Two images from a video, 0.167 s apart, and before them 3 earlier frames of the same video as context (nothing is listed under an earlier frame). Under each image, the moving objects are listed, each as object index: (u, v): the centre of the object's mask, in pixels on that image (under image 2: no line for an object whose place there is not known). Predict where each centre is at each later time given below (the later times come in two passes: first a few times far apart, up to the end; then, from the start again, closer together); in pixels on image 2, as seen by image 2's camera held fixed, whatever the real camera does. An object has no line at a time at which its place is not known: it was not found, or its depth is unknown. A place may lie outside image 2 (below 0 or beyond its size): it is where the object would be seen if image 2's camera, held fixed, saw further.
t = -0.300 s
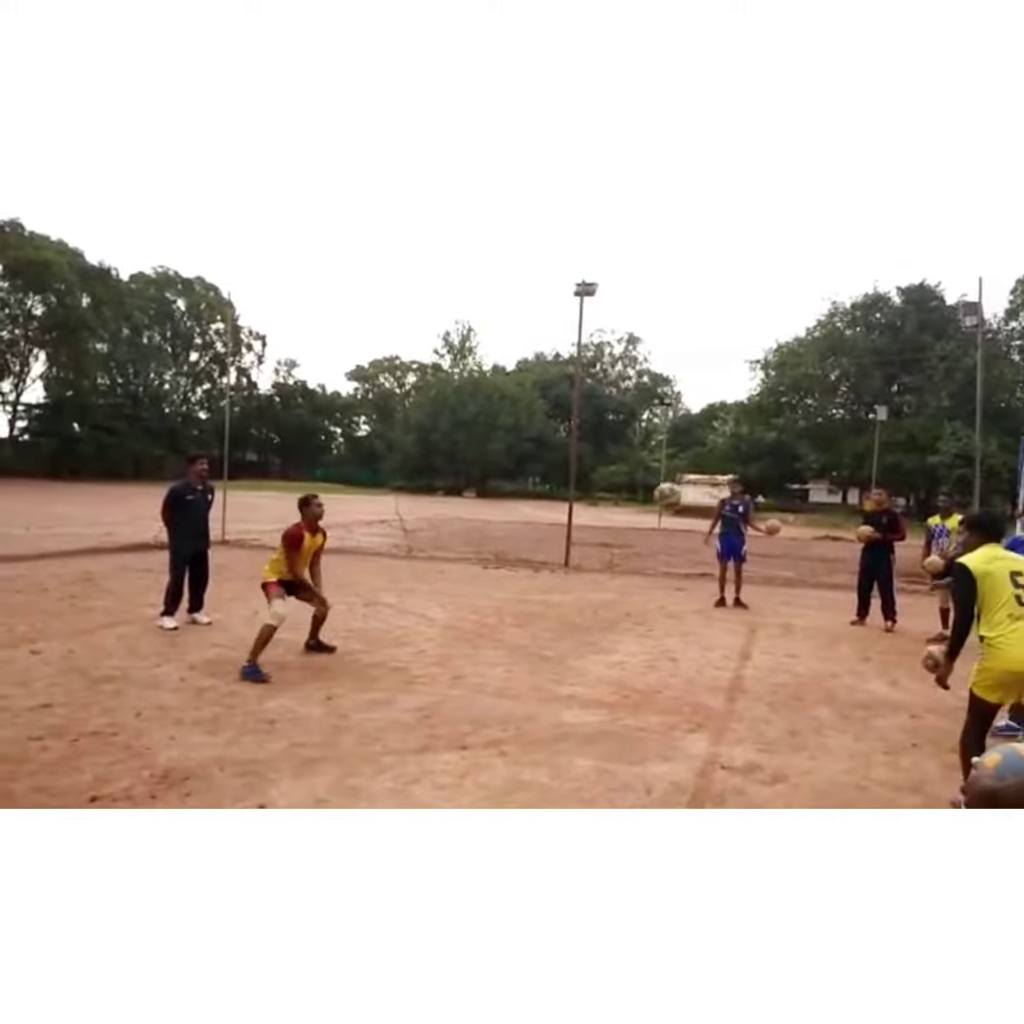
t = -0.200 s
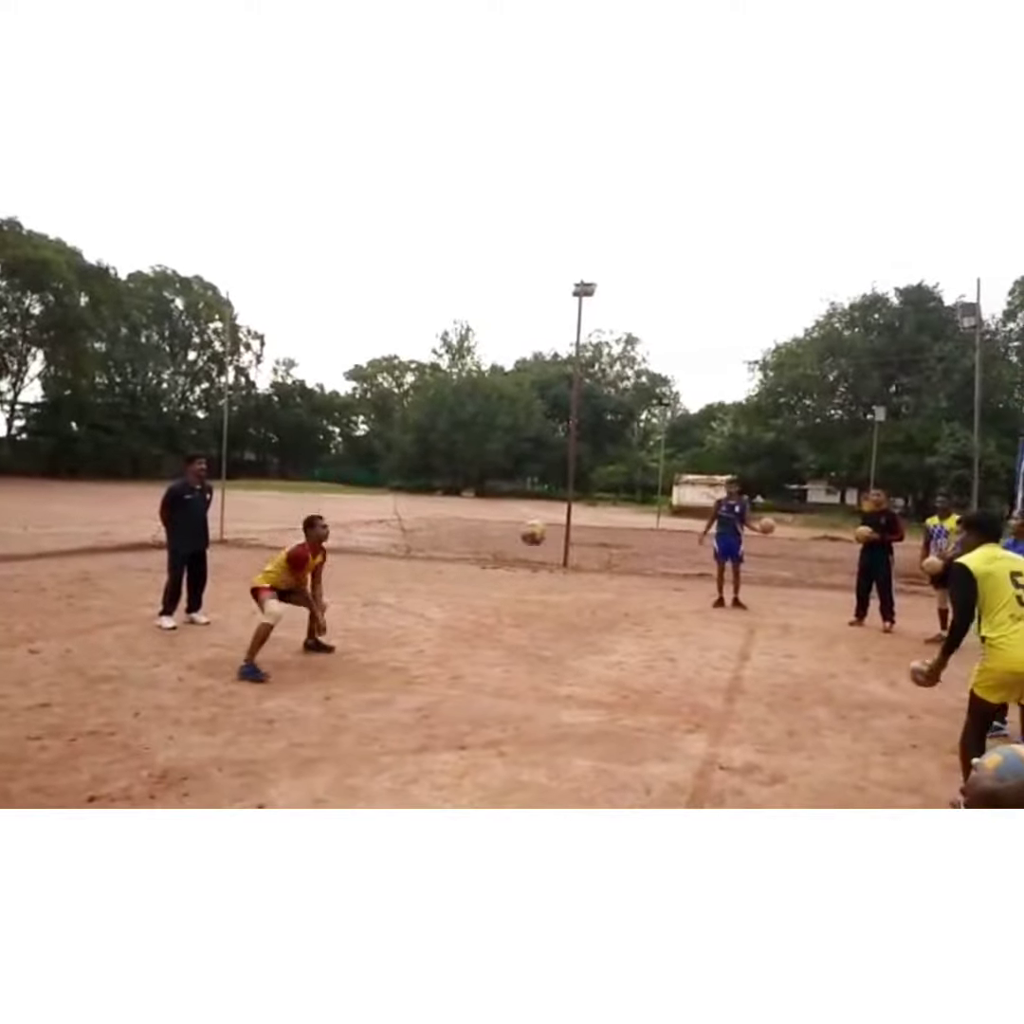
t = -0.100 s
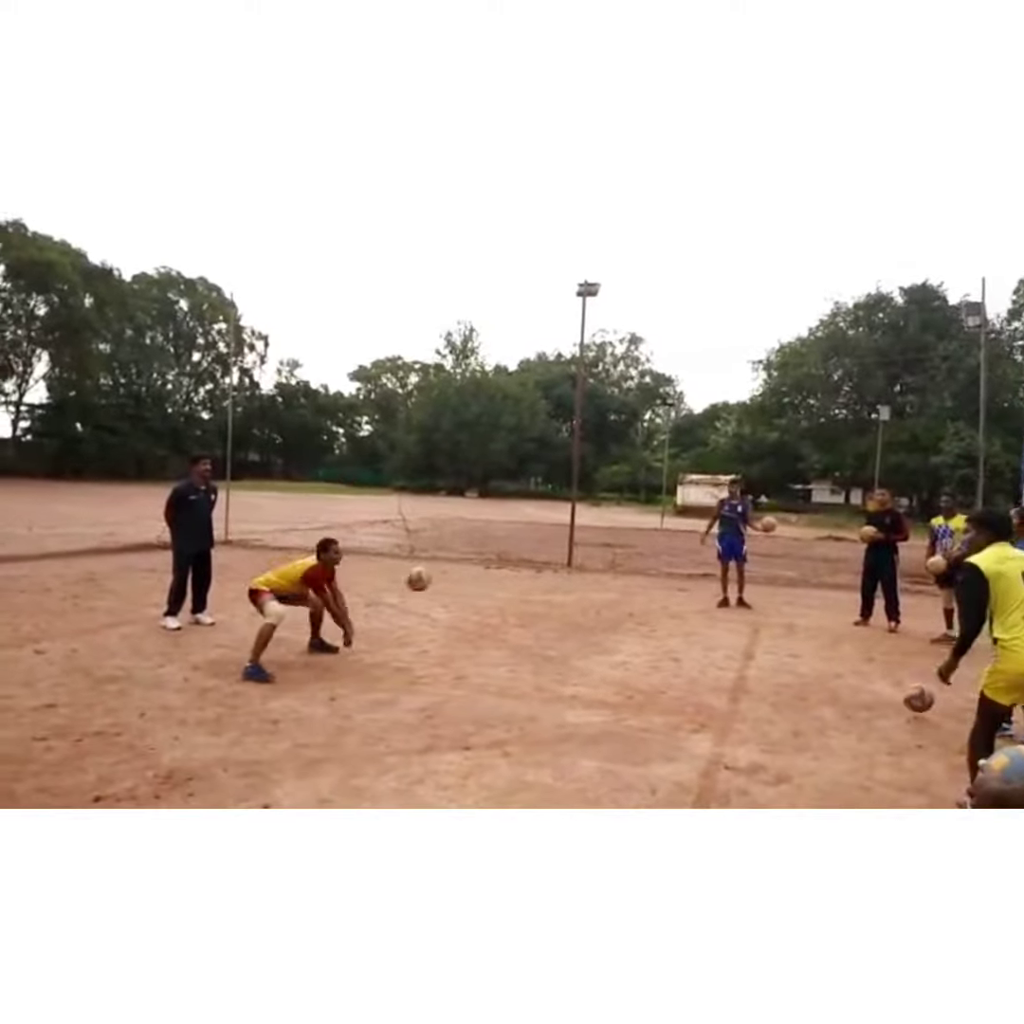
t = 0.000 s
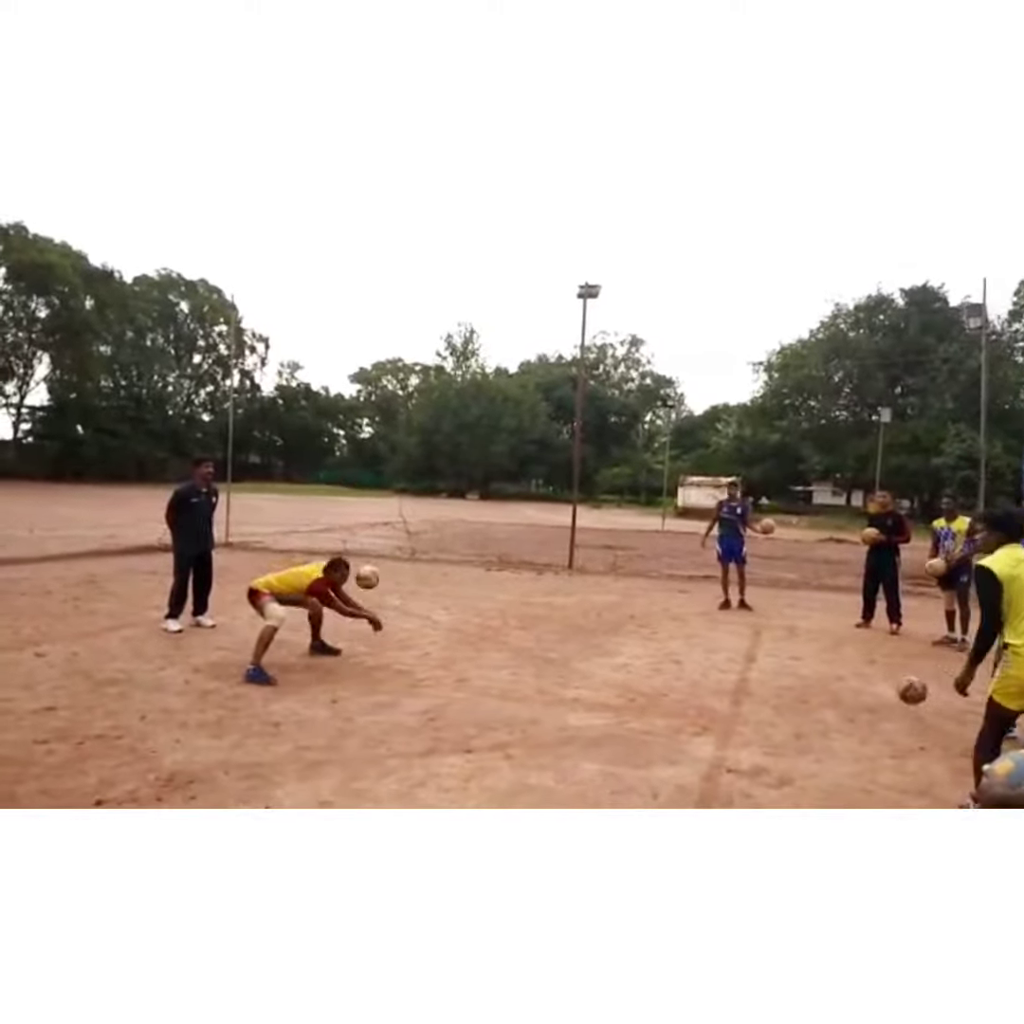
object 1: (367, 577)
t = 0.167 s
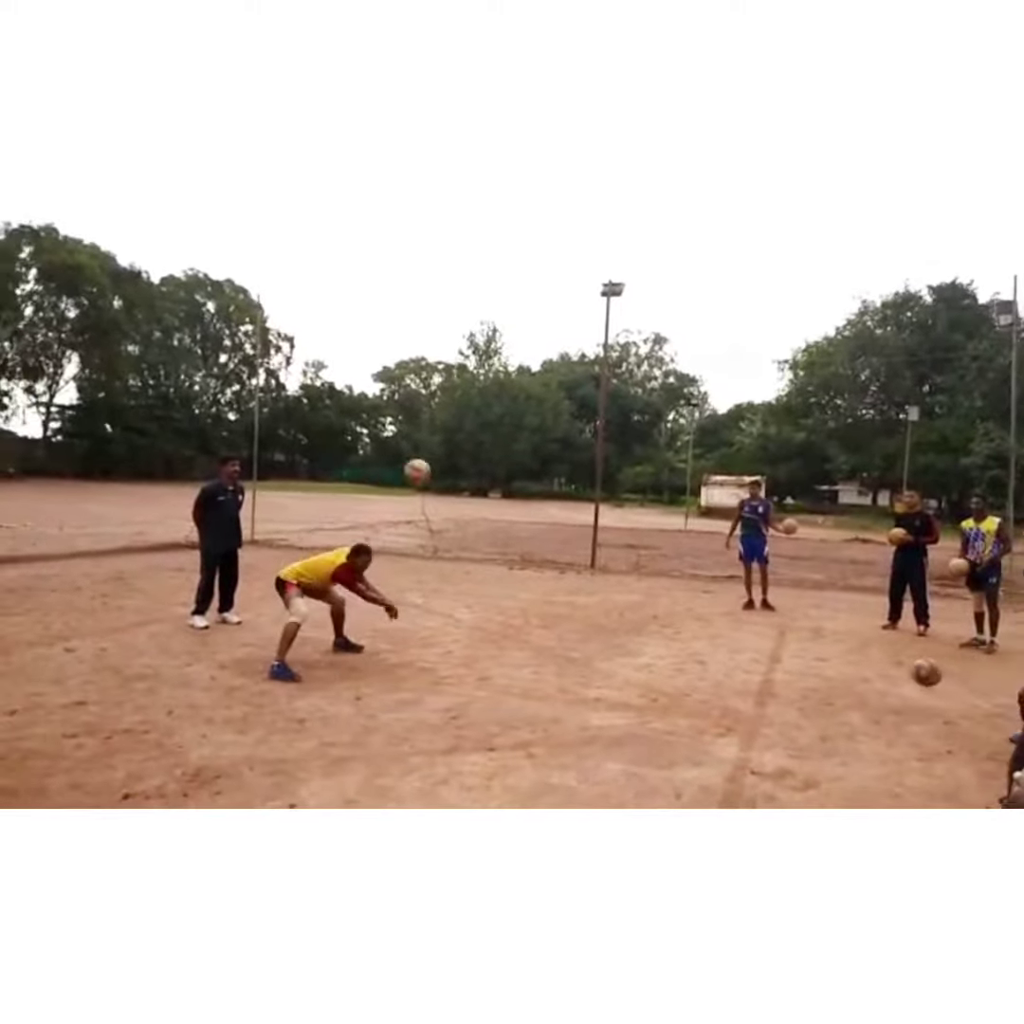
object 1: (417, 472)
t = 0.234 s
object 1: (426, 438)
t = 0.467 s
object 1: (458, 357)
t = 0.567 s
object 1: (470, 340)
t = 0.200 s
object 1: (422, 453)
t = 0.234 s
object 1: (426, 438)
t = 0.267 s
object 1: (432, 420)
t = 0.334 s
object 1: (443, 393)
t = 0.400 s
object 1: (448, 373)
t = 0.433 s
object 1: (452, 365)
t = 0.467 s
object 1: (458, 357)
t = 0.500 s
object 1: (463, 350)
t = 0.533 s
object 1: (466, 345)
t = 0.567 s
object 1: (470, 340)
